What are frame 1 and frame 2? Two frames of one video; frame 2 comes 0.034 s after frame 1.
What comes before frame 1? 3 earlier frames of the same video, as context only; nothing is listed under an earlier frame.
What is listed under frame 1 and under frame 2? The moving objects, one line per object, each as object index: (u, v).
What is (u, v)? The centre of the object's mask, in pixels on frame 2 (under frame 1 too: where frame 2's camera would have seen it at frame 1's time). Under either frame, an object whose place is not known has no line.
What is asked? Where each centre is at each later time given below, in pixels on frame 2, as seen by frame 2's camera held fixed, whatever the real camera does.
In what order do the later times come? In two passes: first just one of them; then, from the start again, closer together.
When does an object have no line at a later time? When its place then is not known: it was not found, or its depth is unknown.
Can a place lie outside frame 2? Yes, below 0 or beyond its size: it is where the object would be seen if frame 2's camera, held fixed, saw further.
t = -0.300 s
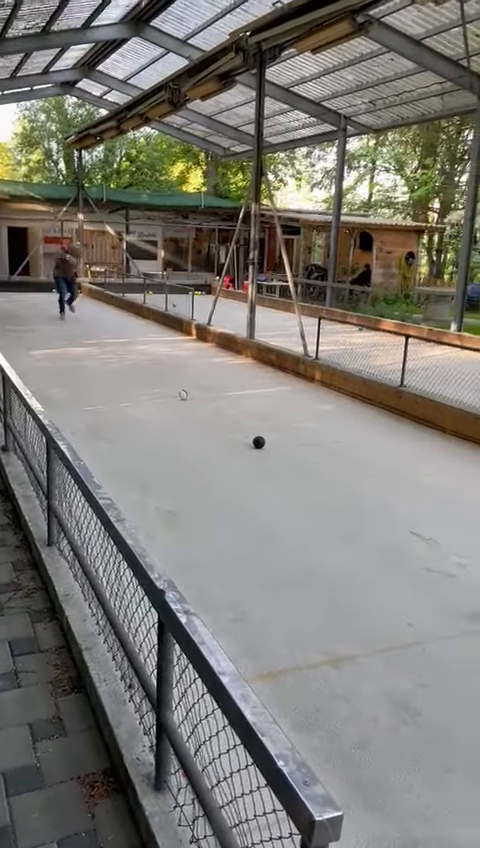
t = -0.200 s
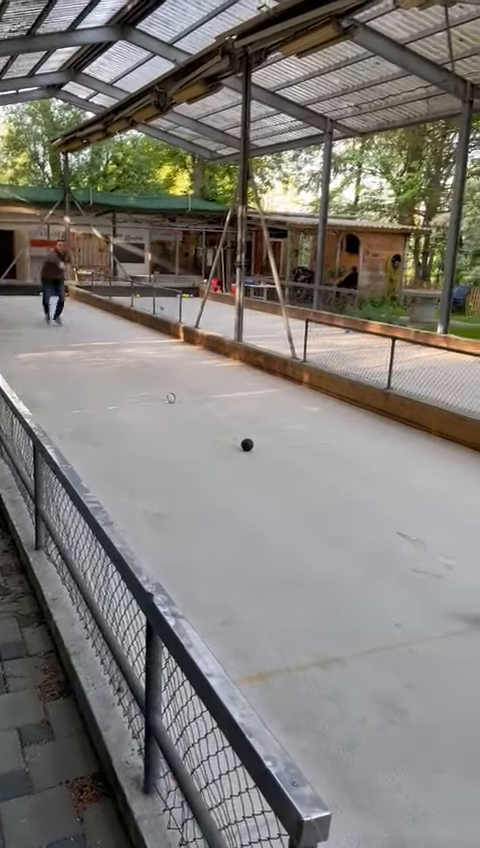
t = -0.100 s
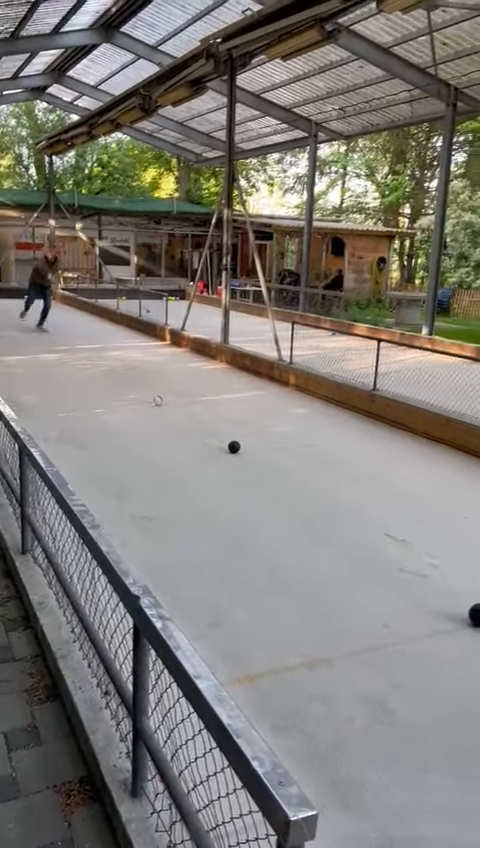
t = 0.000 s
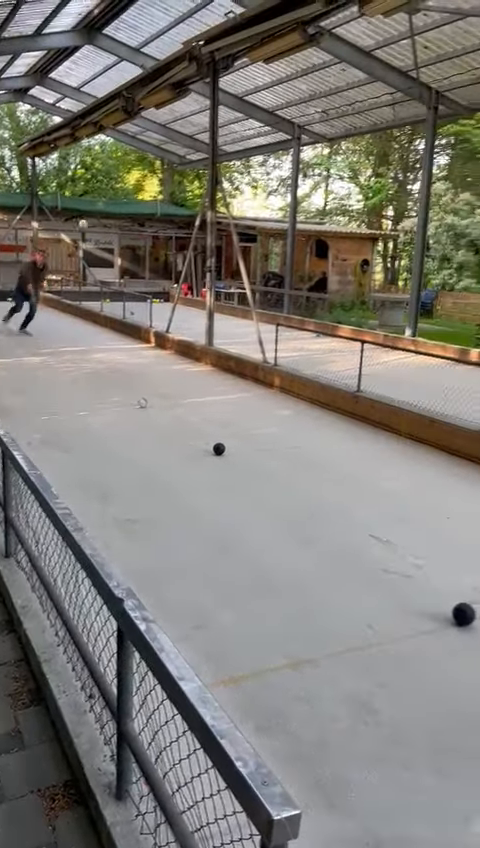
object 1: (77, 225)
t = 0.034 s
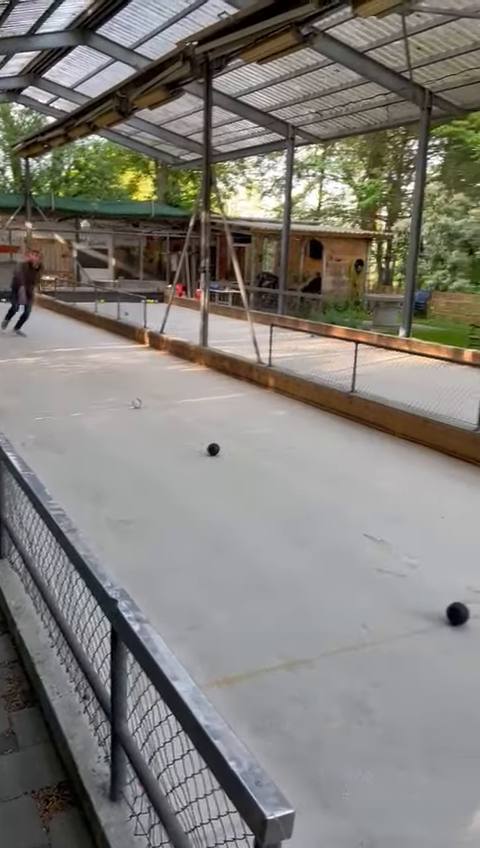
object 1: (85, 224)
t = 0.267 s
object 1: (160, 265)
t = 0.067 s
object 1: (92, 226)
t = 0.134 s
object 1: (112, 232)
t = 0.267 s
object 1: (160, 265)
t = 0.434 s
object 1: (258, 364)
